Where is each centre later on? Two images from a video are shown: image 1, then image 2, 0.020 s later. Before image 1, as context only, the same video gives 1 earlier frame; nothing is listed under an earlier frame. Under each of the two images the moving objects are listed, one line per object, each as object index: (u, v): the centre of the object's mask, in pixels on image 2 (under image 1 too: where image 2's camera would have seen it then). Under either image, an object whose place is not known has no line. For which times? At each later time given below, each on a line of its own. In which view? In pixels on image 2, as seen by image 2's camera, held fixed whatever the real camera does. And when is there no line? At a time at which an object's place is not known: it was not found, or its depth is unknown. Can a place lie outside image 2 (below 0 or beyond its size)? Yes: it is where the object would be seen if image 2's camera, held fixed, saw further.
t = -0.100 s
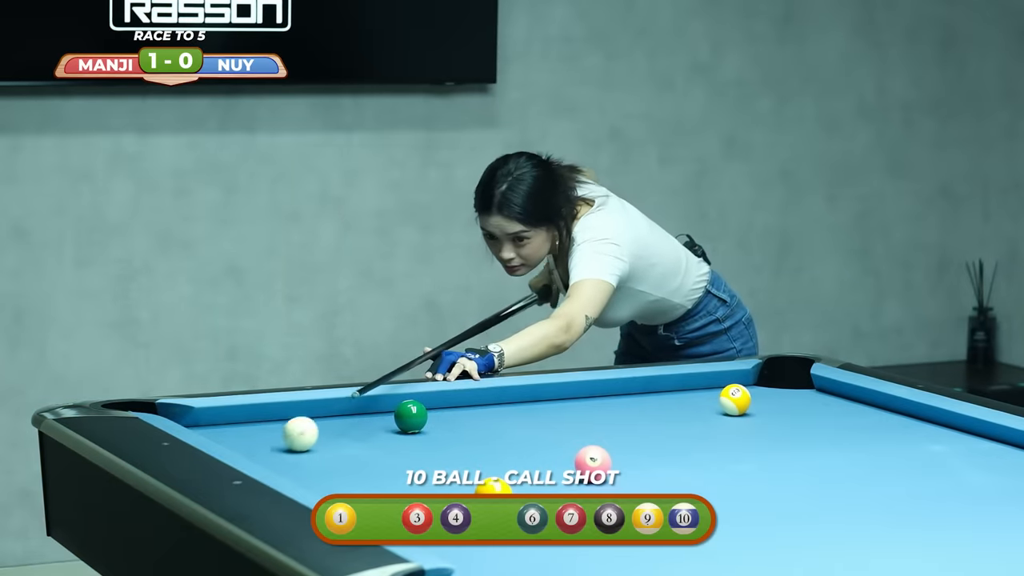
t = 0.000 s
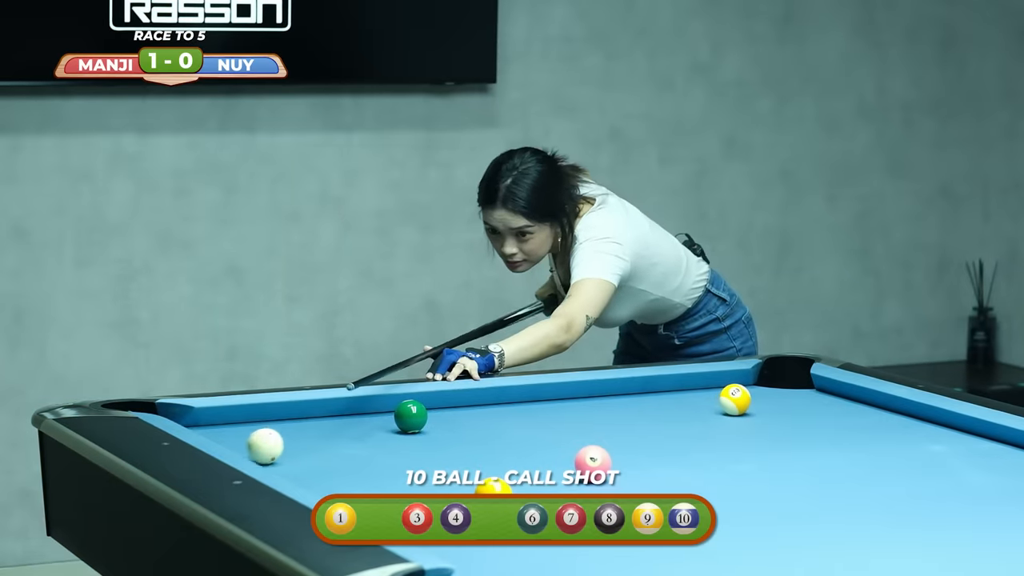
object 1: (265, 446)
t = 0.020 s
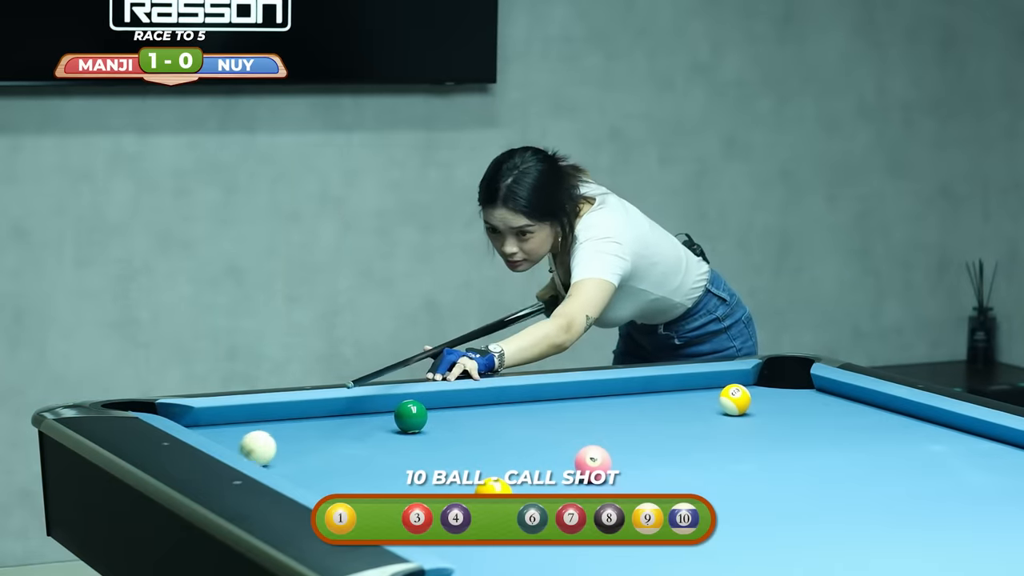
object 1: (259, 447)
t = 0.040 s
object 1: (252, 448)
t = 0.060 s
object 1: (246, 448)
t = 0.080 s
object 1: (249, 450)
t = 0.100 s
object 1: (258, 451)
